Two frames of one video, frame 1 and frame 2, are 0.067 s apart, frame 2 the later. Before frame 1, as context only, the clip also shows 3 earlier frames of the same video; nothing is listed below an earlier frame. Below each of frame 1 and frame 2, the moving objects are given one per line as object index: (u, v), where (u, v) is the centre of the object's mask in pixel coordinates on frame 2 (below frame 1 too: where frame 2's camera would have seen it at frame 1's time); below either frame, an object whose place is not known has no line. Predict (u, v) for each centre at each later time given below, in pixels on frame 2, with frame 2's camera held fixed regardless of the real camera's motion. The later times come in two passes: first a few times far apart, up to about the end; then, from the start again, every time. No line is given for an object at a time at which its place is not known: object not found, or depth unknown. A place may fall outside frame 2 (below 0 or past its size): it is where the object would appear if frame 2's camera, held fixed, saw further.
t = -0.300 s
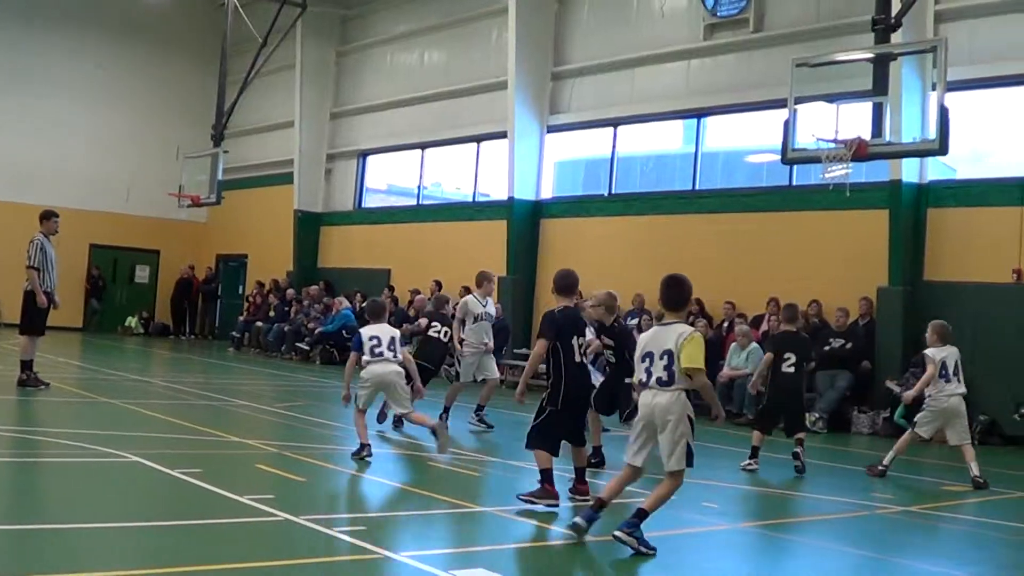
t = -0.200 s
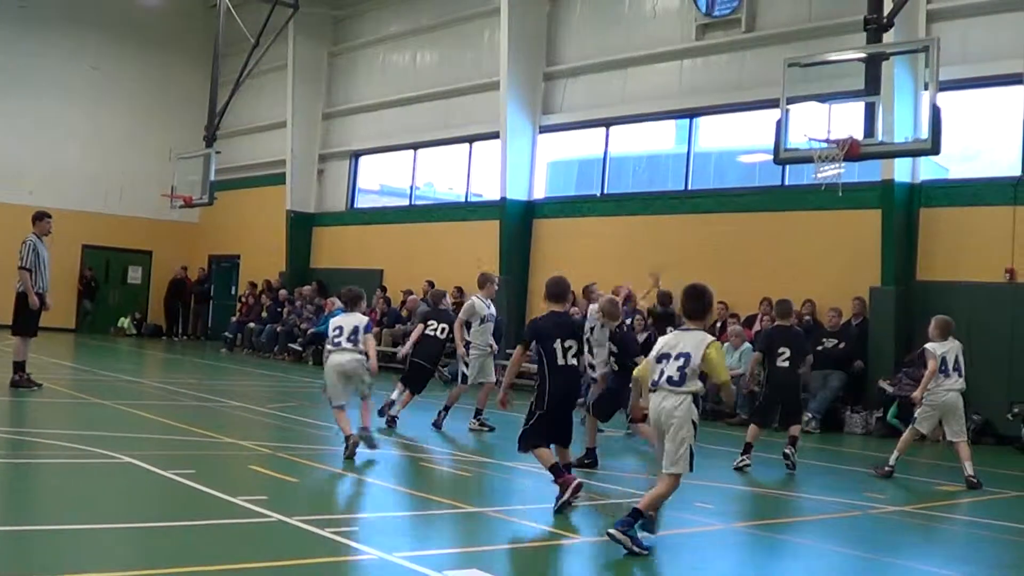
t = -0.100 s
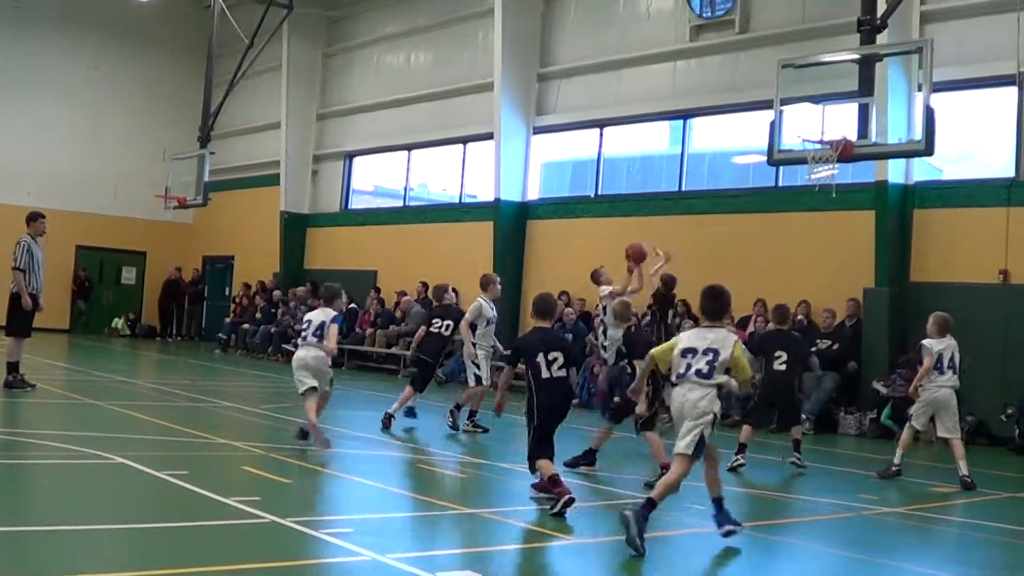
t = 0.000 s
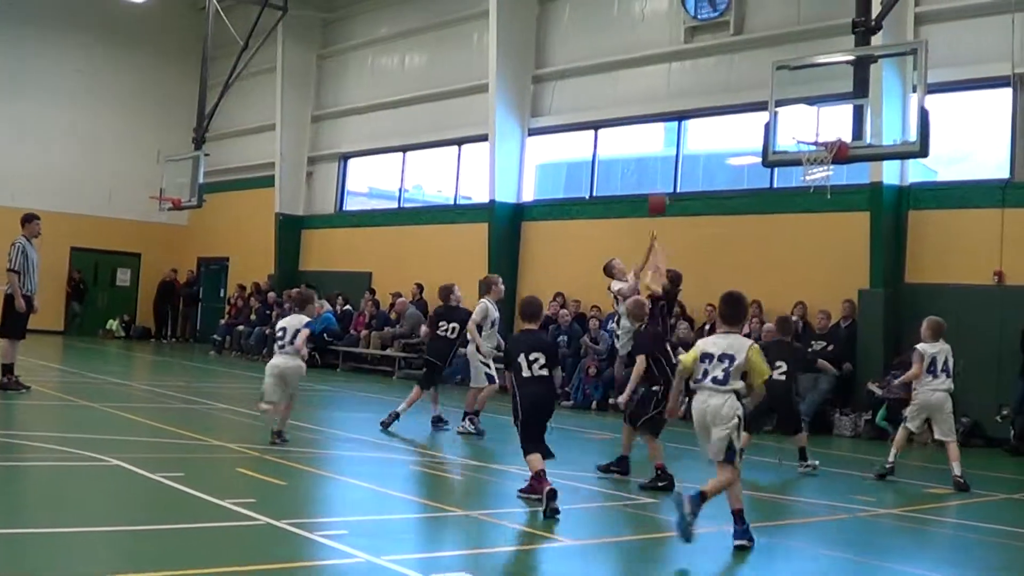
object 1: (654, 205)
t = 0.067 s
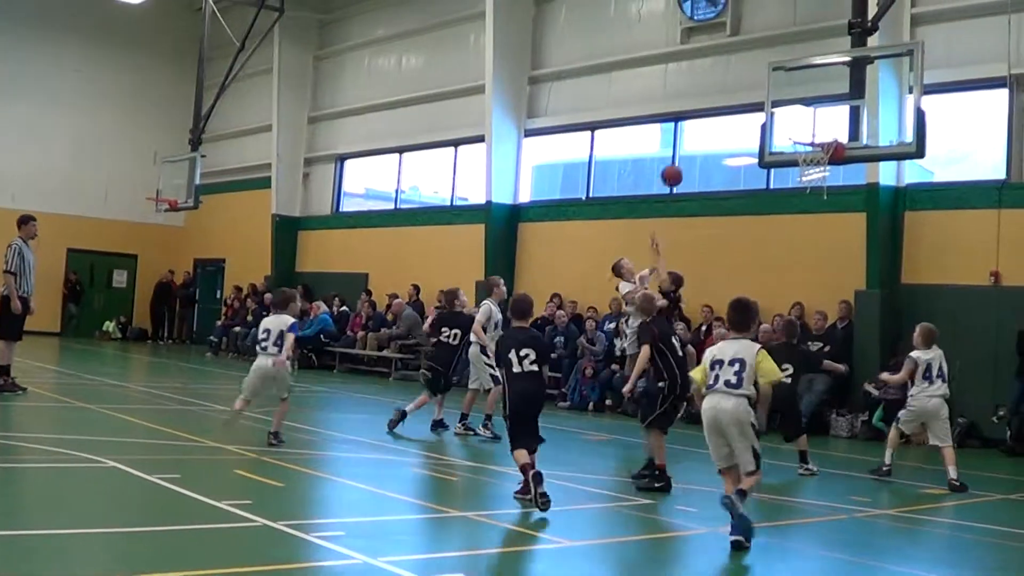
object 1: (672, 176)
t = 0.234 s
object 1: (716, 119)
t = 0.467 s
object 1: (775, 86)
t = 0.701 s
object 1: (791, 97)
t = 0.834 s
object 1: (793, 129)
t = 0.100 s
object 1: (681, 163)
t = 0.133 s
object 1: (689, 151)
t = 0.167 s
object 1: (698, 140)
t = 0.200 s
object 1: (707, 129)
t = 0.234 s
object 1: (716, 119)
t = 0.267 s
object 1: (725, 111)
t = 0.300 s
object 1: (733, 105)
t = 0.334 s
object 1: (741, 99)
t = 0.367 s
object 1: (750, 95)
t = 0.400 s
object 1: (758, 92)
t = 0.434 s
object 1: (767, 89)
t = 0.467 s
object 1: (775, 86)
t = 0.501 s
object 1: (783, 86)
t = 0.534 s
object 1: (787, 85)
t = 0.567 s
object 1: (788, 85)
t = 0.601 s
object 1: (788, 87)
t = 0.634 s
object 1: (790, 89)
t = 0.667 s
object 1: (790, 92)
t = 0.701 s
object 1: (791, 97)
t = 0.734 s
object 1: (792, 102)
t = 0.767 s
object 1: (792, 110)
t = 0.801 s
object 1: (793, 118)
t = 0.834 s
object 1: (793, 129)
